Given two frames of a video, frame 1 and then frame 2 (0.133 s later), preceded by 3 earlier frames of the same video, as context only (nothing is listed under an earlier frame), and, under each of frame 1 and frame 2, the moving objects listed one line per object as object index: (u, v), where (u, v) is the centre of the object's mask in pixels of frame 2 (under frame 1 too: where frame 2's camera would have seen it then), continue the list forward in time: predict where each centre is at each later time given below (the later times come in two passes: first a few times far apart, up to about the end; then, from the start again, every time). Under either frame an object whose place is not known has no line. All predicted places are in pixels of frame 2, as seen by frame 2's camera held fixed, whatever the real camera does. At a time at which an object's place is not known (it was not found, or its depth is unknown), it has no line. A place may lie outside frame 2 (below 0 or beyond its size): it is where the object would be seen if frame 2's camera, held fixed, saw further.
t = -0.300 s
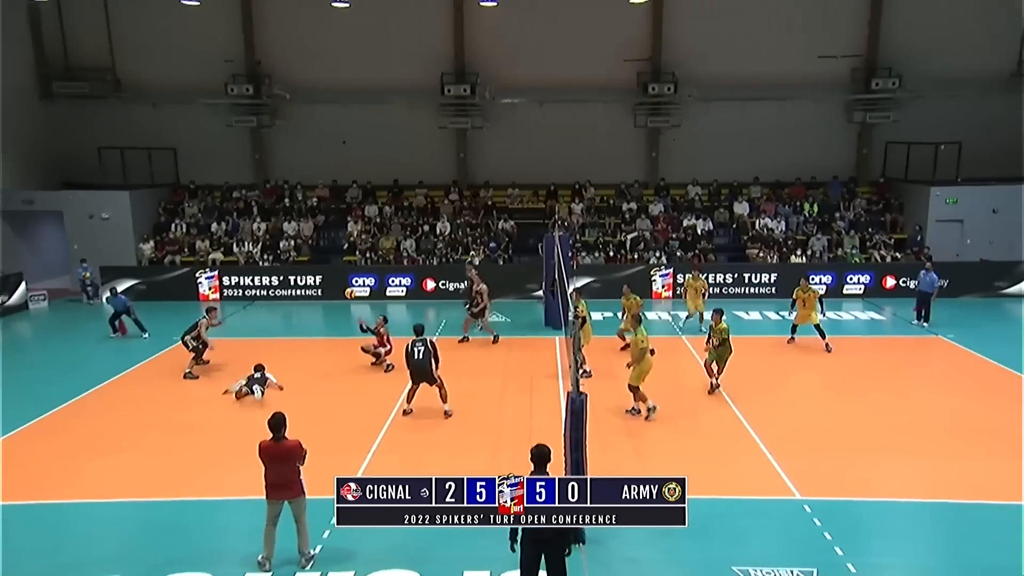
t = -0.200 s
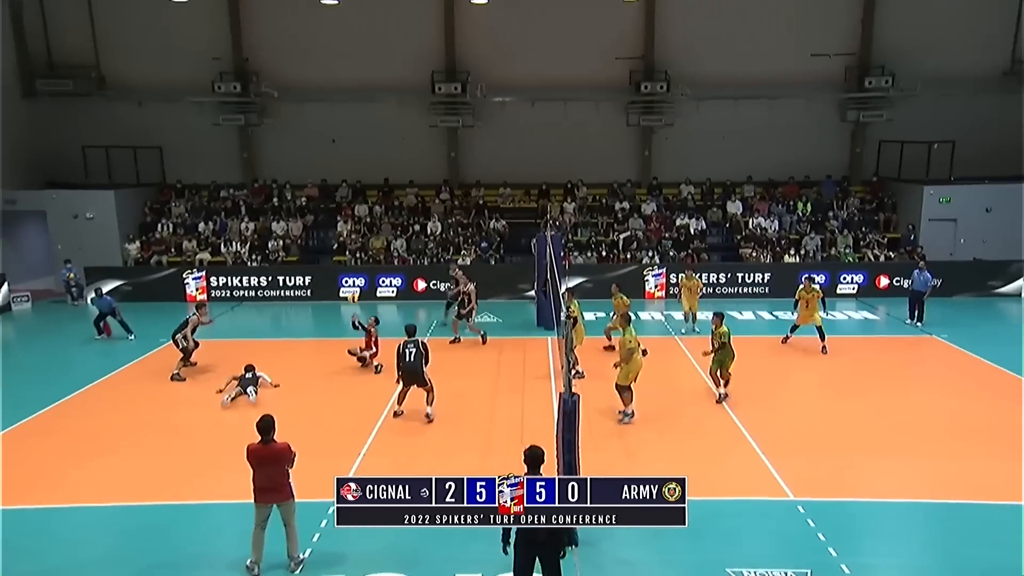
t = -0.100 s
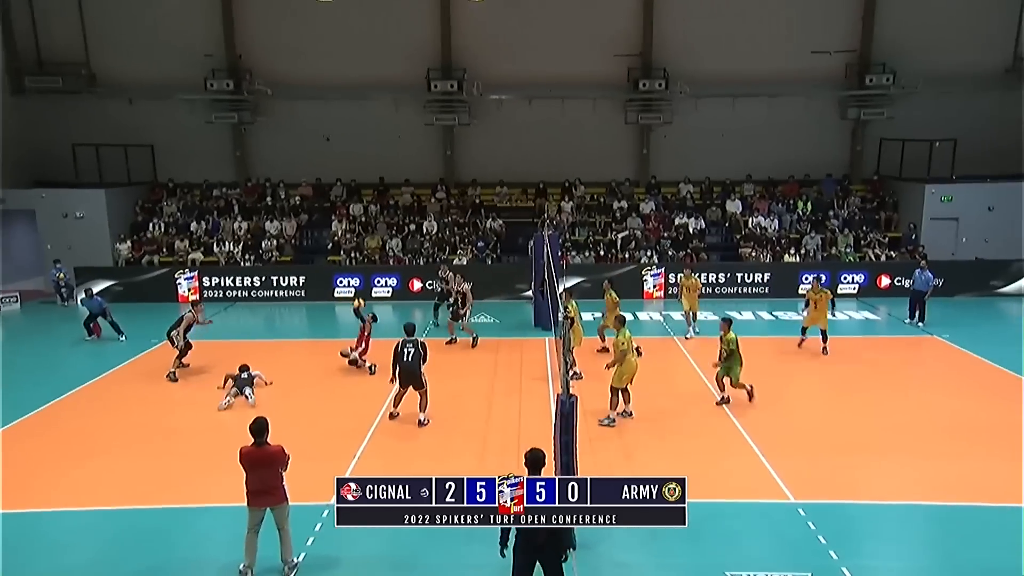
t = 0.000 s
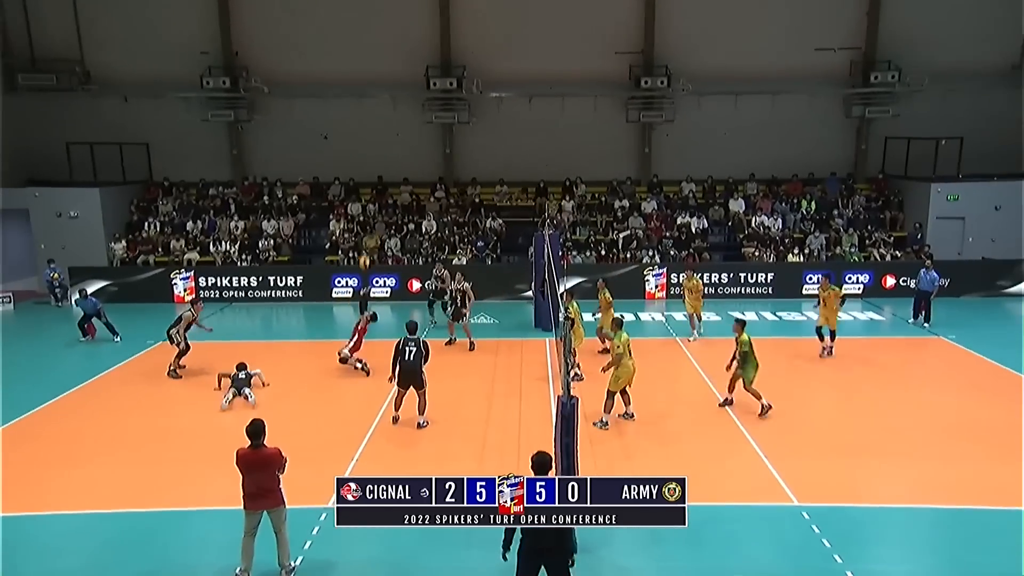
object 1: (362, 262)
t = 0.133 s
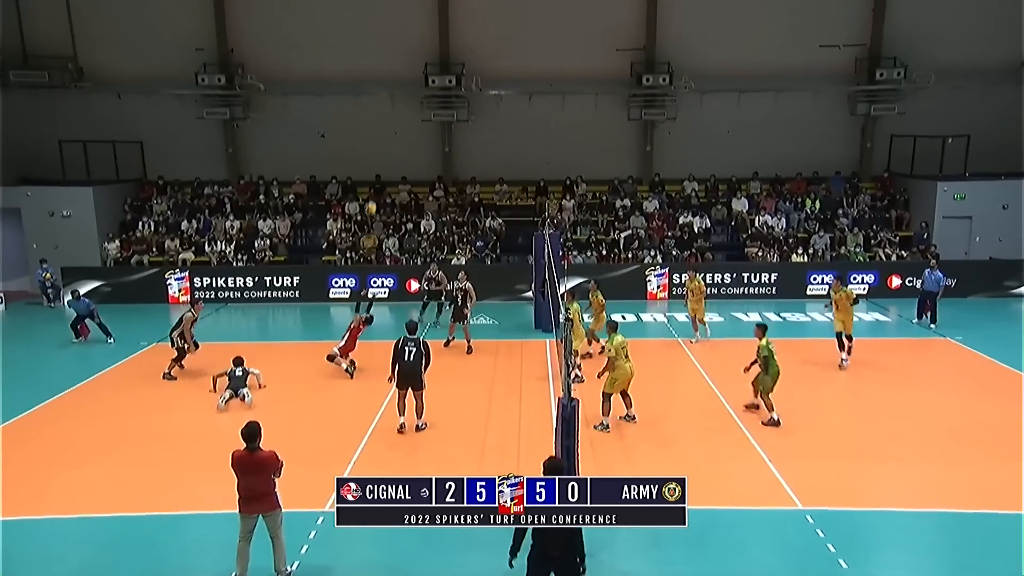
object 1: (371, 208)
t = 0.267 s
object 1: (380, 165)
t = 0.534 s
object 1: (397, 110)
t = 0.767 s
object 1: (412, 91)
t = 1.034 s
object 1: (428, 102)
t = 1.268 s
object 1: (442, 137)
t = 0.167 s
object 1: (373, 196)
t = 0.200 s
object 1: (375, 185)
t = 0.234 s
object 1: (378, 175)
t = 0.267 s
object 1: (380, 165)
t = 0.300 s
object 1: (382, 156)
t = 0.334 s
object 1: (384, 147)
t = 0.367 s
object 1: (387, 140)
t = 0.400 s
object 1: (389, 133)
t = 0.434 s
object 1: (391, 126)
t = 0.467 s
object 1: (393, 120)
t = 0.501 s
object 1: (395, 114)
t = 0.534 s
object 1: (397, 110)
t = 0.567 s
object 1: (399, 105)
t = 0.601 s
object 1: (401, 101)
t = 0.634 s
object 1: (403, 98)
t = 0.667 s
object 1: (406, 96)
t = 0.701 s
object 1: (408, 94)
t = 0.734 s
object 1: (410, 92)
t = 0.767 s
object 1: (412, 91)
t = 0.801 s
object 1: (414, 91)
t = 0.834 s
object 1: (416, 91)
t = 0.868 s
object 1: (418, 92)
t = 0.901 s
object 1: (420, 93)
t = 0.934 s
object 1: (422, 95)
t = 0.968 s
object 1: (424, 97)
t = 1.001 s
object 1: (427, 99)
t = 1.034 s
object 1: (428, 102)
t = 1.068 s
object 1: (431, 106)
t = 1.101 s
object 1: (432, 110)
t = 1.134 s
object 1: (434, 114)
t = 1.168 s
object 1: (437, 120)
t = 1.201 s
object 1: (438, 125)
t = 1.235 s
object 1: (440, 131)
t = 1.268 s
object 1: (442, 137)
